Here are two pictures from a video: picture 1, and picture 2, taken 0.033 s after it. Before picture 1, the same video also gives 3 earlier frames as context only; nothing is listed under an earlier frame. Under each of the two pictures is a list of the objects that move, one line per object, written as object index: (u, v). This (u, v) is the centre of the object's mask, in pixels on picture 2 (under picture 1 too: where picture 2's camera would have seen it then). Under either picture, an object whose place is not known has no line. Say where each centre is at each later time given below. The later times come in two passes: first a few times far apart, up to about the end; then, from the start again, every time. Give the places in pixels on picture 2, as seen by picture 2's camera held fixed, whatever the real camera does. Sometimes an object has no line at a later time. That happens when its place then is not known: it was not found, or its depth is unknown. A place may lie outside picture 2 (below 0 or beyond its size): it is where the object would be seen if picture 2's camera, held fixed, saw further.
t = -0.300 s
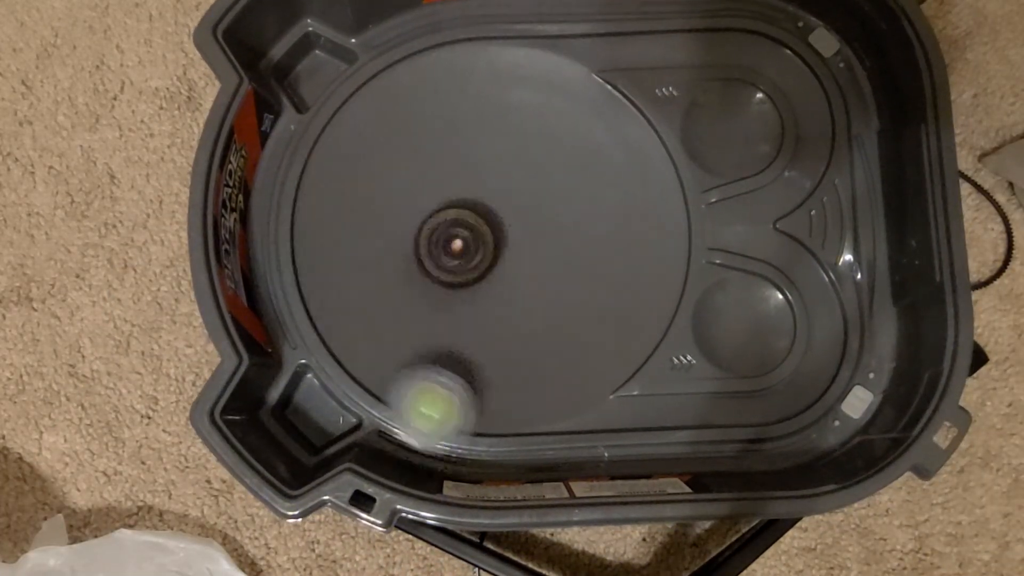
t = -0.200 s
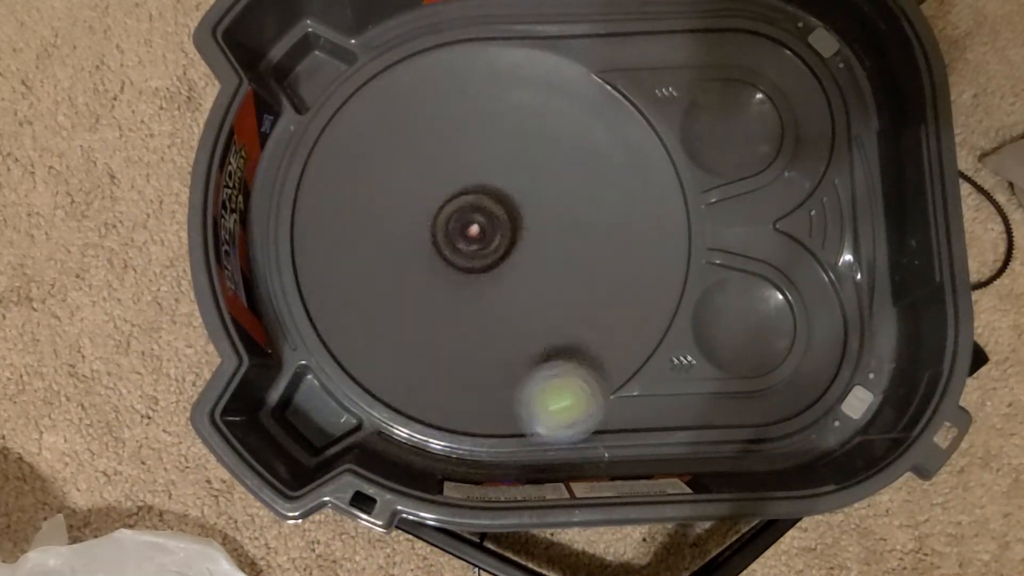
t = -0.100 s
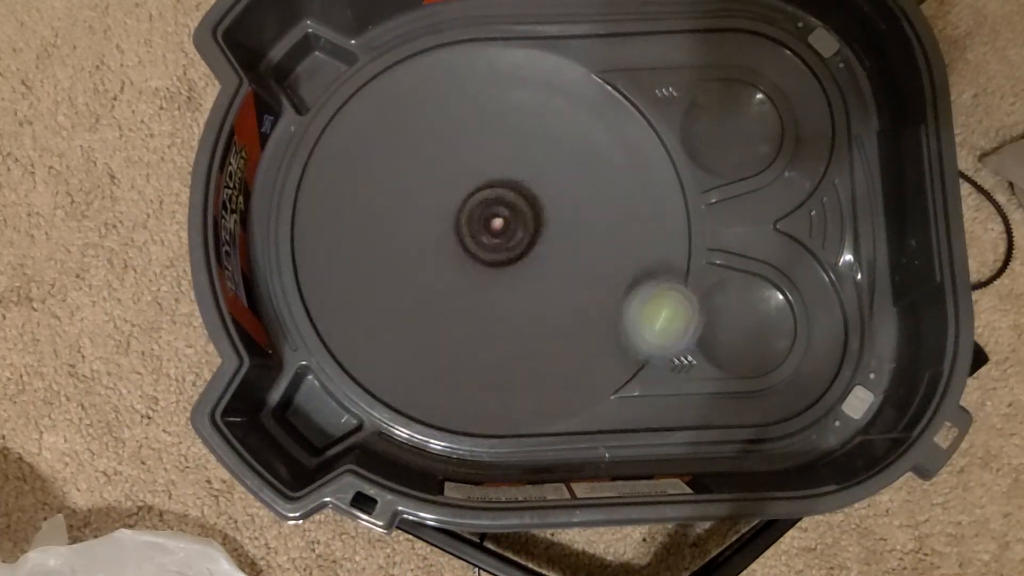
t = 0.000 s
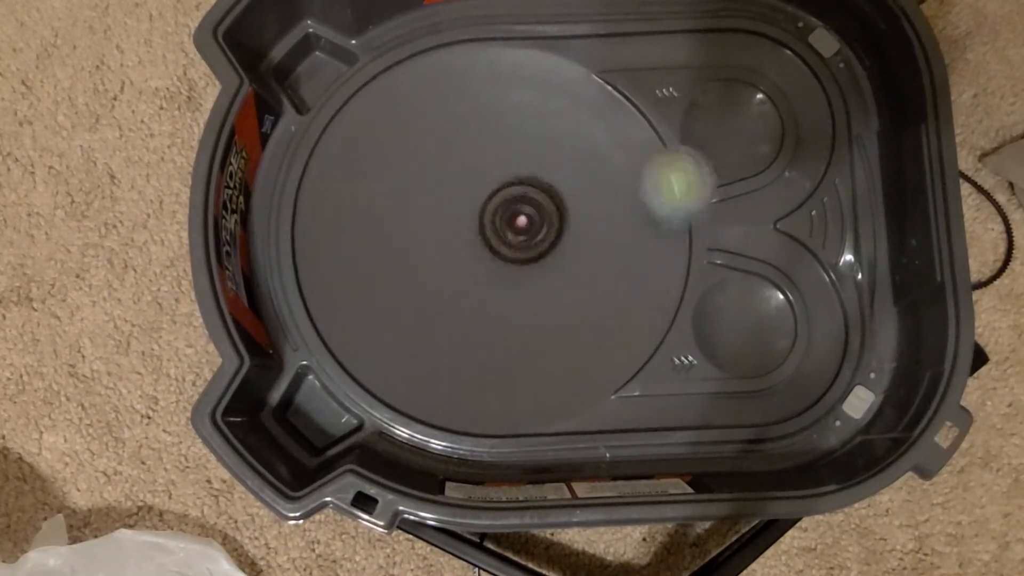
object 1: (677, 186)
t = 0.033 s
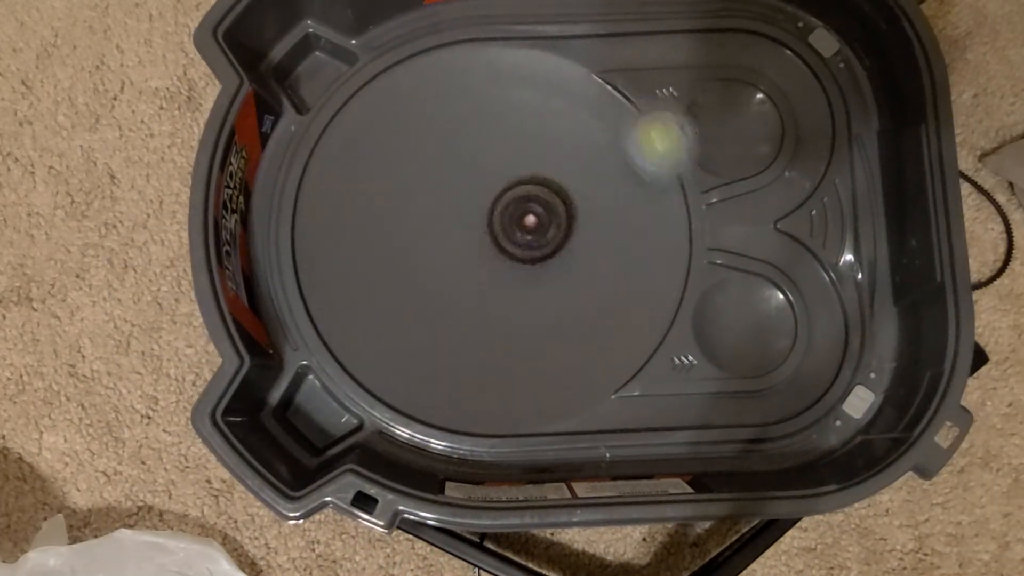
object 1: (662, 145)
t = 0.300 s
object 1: (361, 101)
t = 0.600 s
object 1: (509, 422)
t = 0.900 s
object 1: (839, 317)
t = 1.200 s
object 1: (607, 173)
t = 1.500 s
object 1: (539, 48)
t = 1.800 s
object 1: (481, 78)
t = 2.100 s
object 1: (535, 204)
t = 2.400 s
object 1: (647, 268)
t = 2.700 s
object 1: (643, 254)
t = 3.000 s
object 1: (579, 256)
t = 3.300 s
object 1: (525, 222)
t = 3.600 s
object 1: (488, 151)
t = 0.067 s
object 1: (635, 101)
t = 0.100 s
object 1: (596, 70)
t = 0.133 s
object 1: (560, 50)
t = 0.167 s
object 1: (515, 37)
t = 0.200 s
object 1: (472, 36)
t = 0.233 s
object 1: (432, 43)
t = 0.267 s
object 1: (394, 69)
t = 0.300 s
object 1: (361, 101)
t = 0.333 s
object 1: (337, 141)
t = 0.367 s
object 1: (322, 188)
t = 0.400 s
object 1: (315, 235)
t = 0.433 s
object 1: (320, 286)
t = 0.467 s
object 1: (349, 330)
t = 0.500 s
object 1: (381, 367)
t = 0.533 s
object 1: (420, 397)
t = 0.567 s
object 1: (464, 419)
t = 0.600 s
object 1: (509, 422)
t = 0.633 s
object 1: (560, 416)
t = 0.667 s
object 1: (607, 408)
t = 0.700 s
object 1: (652, 406)
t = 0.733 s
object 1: (691, 415)
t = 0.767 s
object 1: (730, 411)
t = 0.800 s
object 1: (770, 399)
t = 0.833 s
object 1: (803, 384)
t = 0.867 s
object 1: (830, 354)
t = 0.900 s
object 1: (839, 317)
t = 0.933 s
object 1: (842, 278)
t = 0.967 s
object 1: (822, 248)
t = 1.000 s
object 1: (788, 236)
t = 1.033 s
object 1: (753, 234)
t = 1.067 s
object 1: (722, 227)
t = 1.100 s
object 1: (684, 214)
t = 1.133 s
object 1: (649, 204)
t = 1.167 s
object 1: (613, 191)
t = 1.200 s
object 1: (607, 173)
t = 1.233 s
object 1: (606, 159)
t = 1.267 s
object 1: (607, 140)
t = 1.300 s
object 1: (603, 122)
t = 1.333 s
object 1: (598, 104)
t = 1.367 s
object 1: (590, 87)
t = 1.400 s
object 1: (580, 72)
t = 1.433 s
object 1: (569, 61)
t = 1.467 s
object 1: (554, 52)
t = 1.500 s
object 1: (539, 48)
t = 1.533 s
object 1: (523, 48)
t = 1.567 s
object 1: (508, 50)
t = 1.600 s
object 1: (493, 56)
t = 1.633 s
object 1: (485, 58)
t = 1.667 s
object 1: (486, 55)
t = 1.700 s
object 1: (485, 56)
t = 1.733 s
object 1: (483, 61)
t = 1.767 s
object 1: (481, 67)
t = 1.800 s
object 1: (481, 78)
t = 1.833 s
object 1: (482, 91)
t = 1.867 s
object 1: (484, 103)
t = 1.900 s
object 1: (488, 118)
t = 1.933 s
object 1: (492, 131)
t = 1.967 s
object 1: (498, 146)
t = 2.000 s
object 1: (506, 162)
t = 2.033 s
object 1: (514, 177)
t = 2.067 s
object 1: (525, 192)
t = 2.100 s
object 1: (535, 204)
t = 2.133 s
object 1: (546, 217)
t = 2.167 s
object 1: (561, 229)
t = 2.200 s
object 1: (576, 240)
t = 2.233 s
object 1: (590, 248)
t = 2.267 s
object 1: (603, 255)
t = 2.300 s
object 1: (615, 260)
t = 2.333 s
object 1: (628, 264)
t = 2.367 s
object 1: (639, 267)
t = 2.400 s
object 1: (647, 268)
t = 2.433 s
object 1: (655, 269)
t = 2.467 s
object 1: (663, 270)
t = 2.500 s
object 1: (670, 271)
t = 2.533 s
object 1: (675, 270)
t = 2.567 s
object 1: (678, 269)
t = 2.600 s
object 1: (672, 265)
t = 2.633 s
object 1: (661, 260)
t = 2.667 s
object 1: (652, 256)
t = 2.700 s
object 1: (643, 254)
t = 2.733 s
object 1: (632, 252)
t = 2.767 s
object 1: (622, 252)
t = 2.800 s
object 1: (612, 254)
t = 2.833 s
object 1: (609, 252)
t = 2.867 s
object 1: (607, 251)
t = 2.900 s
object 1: (601, 251)
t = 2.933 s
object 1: (595, 253)
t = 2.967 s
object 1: (586, 255)
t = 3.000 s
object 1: (579, 256)
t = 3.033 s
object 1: (583, 245)
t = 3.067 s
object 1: (581, 238)
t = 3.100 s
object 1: (577, 234)
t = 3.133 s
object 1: (570, 228)
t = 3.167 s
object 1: (561, 224)
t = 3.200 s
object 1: (553, 222)
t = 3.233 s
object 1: (543, 220)
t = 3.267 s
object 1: (534, 221)
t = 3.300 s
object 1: (525, 222)
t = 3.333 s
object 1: (526, 206)
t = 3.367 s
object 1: (528, 193)
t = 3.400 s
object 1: (527, 180)
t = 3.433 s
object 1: (523, 173)
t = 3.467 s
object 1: (518, 164)
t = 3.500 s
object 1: (512, 159)
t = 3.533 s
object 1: (505, 155)
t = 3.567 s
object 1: (496, 151)
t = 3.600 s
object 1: (488, 151)
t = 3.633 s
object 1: (479, 148)
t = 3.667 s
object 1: (470, 151)
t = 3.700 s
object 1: (462, 153)
